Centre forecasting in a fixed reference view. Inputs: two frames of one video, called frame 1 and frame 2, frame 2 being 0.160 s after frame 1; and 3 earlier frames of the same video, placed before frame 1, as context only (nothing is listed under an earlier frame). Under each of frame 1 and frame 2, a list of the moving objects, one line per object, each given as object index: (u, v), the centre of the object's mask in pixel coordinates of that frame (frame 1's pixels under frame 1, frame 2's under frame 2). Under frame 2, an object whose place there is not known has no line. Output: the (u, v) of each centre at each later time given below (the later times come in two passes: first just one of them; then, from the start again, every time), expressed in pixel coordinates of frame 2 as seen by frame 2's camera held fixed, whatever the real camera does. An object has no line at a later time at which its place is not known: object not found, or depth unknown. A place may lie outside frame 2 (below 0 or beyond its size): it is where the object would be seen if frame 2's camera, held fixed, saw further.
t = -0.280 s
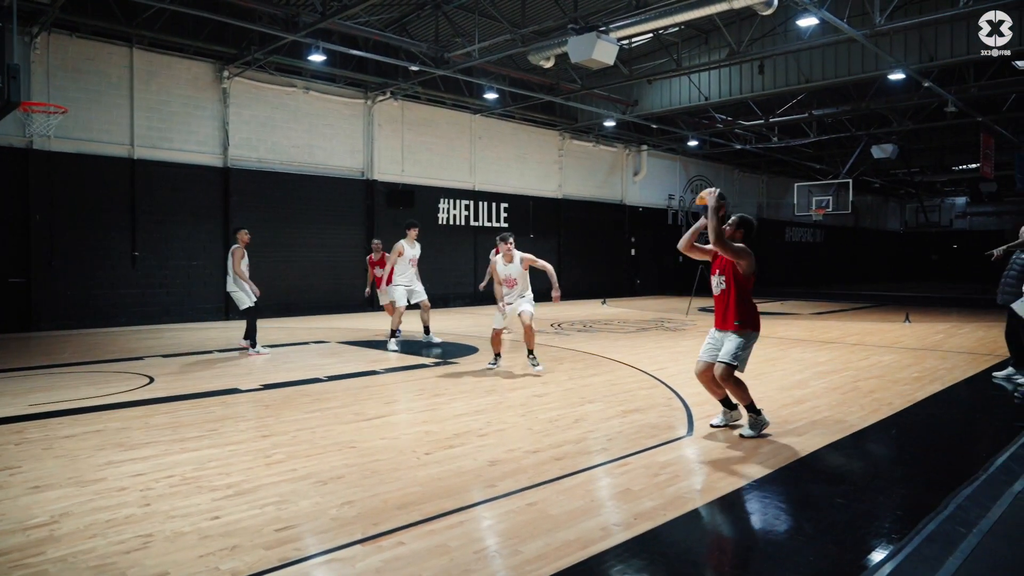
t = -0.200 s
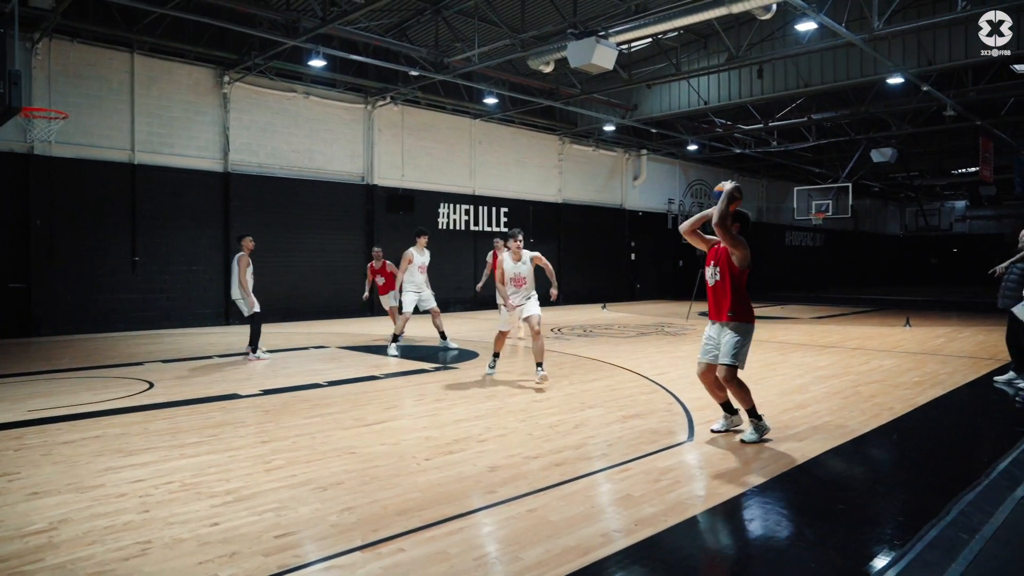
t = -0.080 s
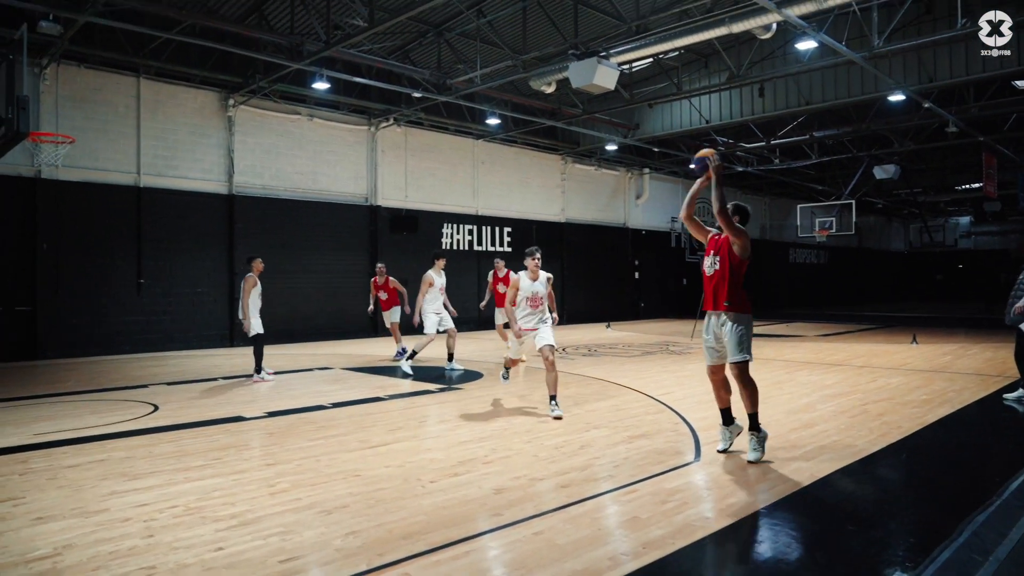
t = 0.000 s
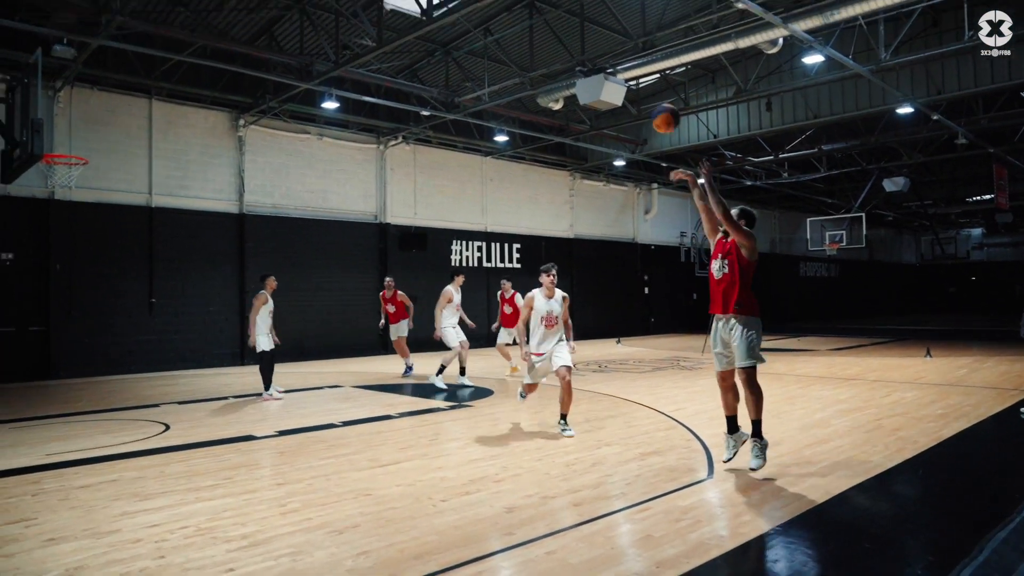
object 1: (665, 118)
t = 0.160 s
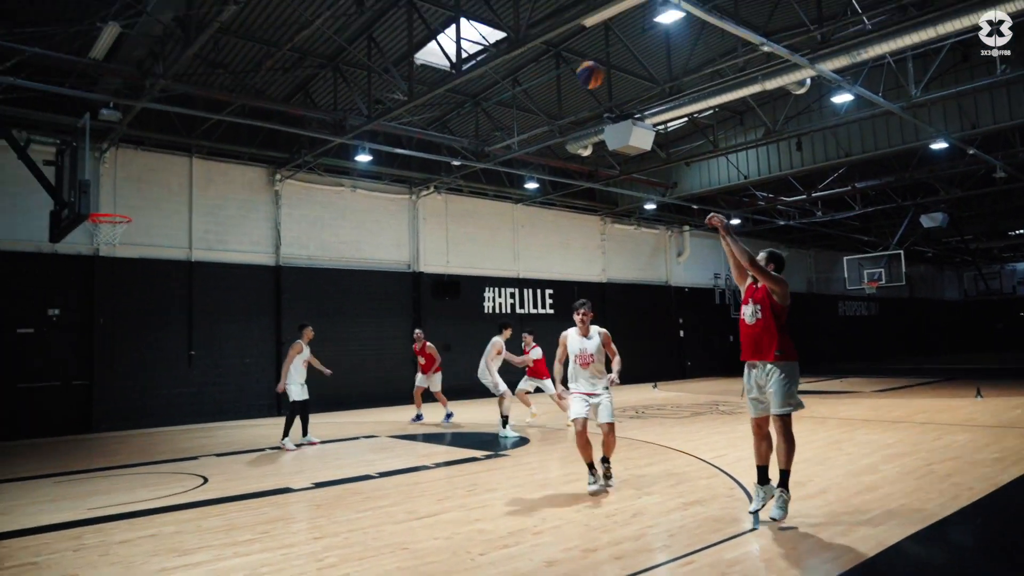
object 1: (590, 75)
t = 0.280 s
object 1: (520, 33)
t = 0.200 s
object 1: (566, 59)
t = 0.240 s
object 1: (542, 45)
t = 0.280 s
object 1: (520, 33)
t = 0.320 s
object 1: (499, 23)
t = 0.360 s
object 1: (478, 15)
